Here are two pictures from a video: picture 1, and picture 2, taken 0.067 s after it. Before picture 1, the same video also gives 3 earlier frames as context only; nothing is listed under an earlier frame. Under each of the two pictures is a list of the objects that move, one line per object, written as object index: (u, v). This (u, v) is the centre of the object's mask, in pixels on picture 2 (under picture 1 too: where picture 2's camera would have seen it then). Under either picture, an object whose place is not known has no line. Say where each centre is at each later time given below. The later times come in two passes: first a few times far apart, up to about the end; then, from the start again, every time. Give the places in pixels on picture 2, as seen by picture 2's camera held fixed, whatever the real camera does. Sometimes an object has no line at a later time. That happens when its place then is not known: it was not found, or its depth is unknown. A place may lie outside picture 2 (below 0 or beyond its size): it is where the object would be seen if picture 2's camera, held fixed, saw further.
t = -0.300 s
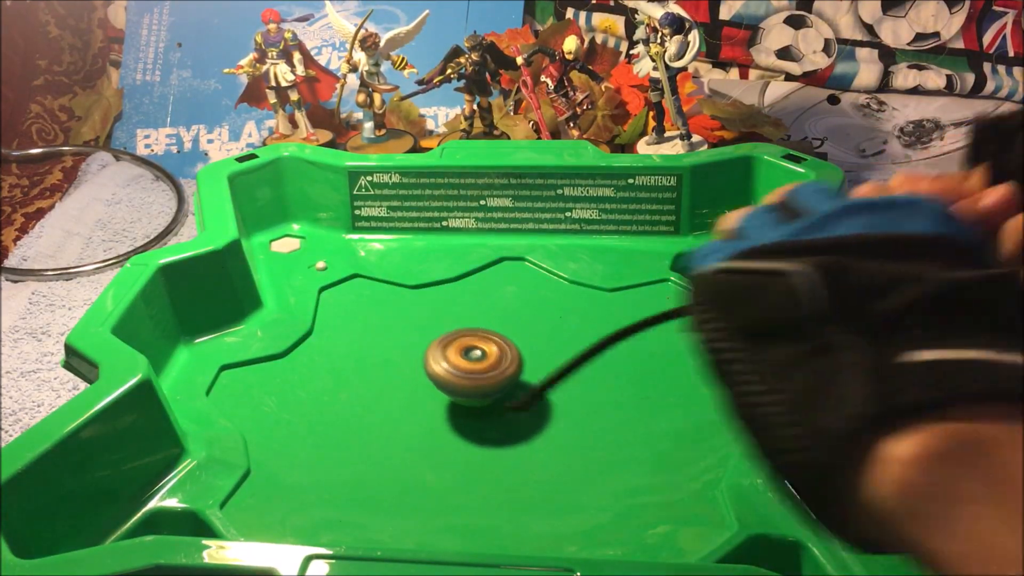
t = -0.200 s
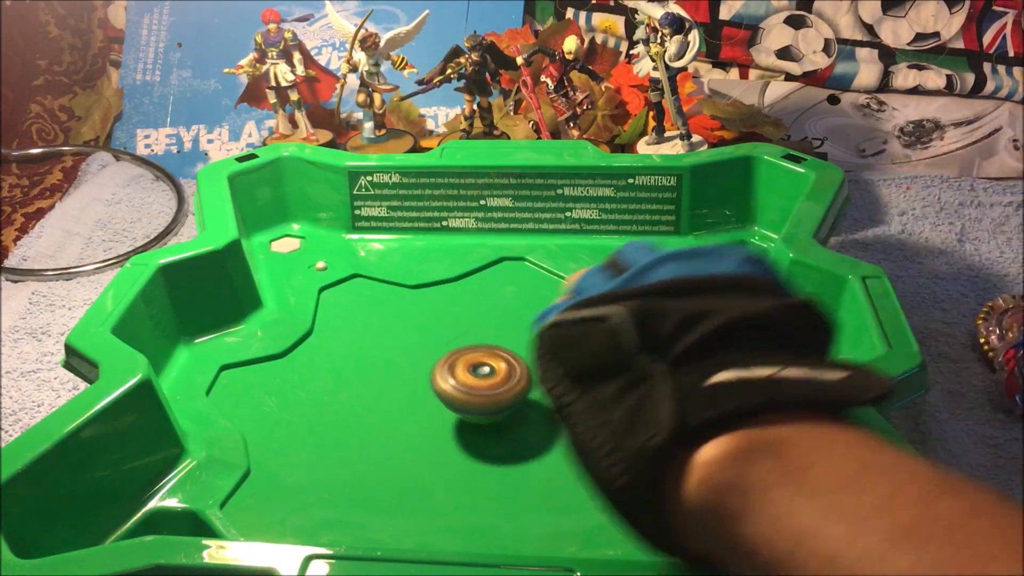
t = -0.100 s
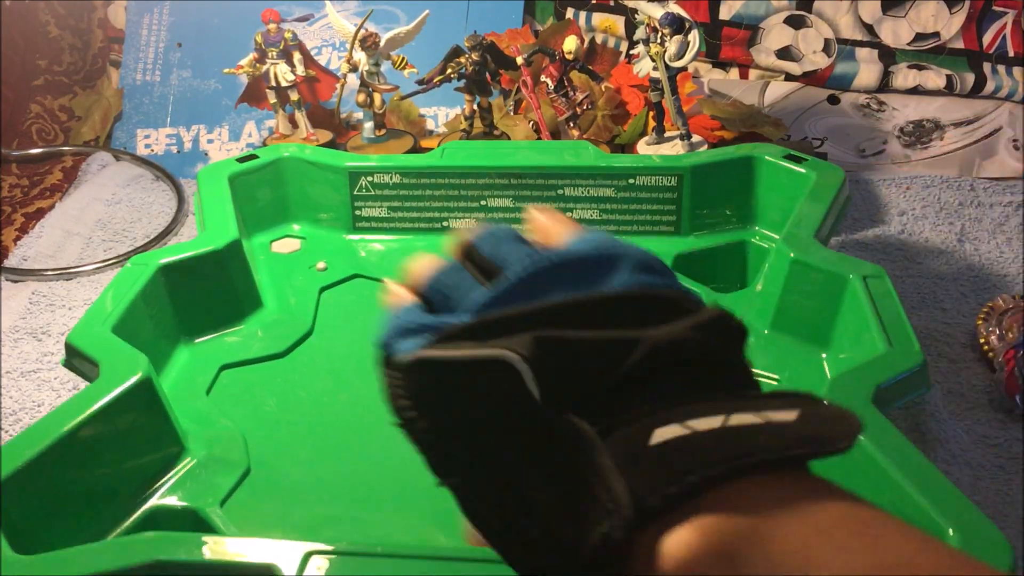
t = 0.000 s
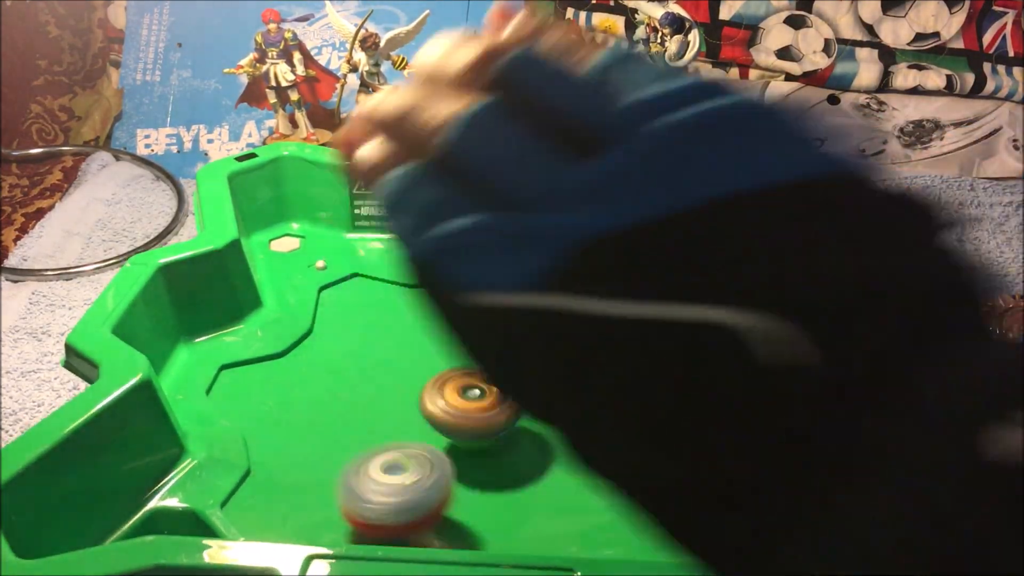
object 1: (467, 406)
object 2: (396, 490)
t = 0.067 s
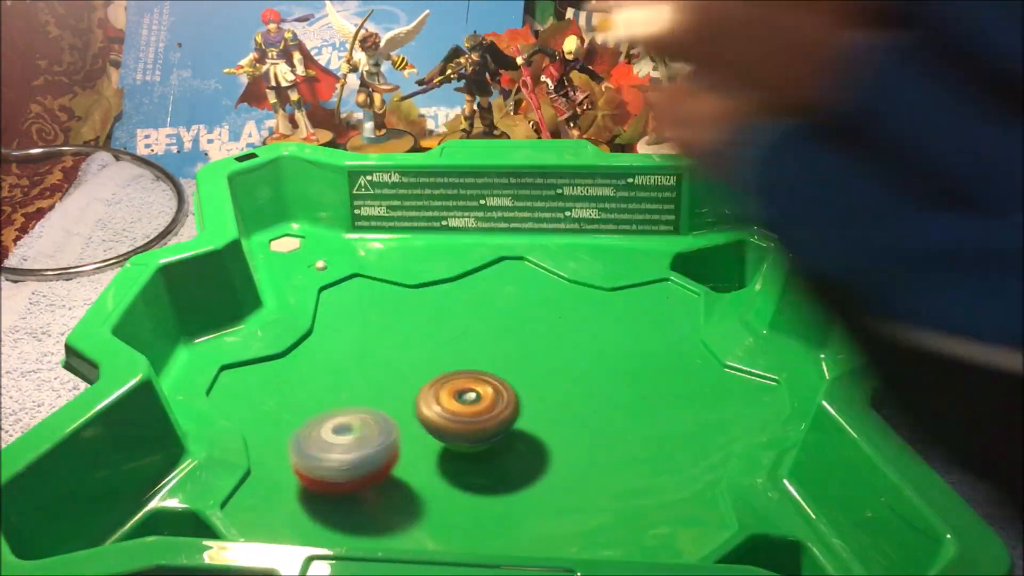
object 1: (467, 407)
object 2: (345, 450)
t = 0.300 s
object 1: (457, 394)
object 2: (335, 335)
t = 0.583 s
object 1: (484, 375)
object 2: (433, 319)
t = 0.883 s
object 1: (529, 403)
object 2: (379, 281)
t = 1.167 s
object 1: (505, 391)
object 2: (358, 291)
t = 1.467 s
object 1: (575, 393)
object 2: (416, 296)
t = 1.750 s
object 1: (571, 422)
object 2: (410, 283)
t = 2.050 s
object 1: (505, 393)
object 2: (507, 323)
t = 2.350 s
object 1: (491, 357)
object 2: (580, 288)
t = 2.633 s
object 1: (487, 343)
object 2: (568, 277)
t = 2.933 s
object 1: (431, 352)
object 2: (584, 316)
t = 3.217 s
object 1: (390, 337)
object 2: (592, 350)
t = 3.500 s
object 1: (418, 340)
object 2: (608, 403)
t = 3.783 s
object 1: (454, 373)
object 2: (599, 418)
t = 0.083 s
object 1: (465, 408)
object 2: (336, 439)
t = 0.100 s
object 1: (464, 409)
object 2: (330, 429)
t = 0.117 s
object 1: (462, 409)
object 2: (325, 419)
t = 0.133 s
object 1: (461, 409)
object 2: (321, 408)
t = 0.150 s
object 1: (458, 408)
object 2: (318, 399)
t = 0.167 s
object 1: (456, 407)
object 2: (317, 390)
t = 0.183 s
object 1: (454, 405)
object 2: (317, 381)
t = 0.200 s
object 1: (452, 403)
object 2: (317, 372)
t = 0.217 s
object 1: (452, 401)
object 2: (318, 364)
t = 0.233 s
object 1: (452, 400)
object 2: (320, 358)
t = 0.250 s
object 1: (453, 398)
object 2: (323, 351)
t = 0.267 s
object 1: (455, 396)
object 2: (326, 345)
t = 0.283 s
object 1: (456, 395)
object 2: (330, 339)
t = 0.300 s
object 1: (457, 394)
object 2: (335, 335)
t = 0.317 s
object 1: (457, 393)
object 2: (340, 330)
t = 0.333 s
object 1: (458, 391)
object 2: (345, 326)
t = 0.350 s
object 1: (458, 390)
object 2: (350, 323)
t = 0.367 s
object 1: (459, 388)
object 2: (357, 320)
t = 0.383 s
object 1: (461, 387)
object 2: (363, 317)
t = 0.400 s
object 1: (463, 386)
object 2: (369, 316)
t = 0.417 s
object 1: (464, 385)
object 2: (376, 314)
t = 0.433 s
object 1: (466, 384)
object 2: (383, 313)
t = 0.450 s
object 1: (467, 384)
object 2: (389, 313)
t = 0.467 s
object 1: (468, 382)
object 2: (395, 313)
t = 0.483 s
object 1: (470, 381)
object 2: (401, 313)
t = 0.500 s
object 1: (472, 380)
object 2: (408, 313)
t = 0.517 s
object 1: (474, 378)
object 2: (413, 314)
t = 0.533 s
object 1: (476, 377)
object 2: (419, 315)
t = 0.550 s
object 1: (479, 376)
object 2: (425, 316)
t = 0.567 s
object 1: (481, 376)
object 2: (429, 317)
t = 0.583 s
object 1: (484, 375)
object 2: (433, 319)
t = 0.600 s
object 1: (486, 374)
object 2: (437, 320)
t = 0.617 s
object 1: (489, 374)
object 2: (441, 321)
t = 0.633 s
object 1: (493, 375)
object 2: (444, 321)
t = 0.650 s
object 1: (501, 380)
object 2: (443, 319)
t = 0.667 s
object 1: (507, 384)
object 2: (441, 315)
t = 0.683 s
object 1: (512, 387)
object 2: (438, 311)
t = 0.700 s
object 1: (516, 390)
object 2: (435, 307)
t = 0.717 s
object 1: (520, 392)
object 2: (432, 304)
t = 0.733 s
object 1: (523, 394)
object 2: (428, 301)
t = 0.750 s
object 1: (525, 396)
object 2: (423, 298)
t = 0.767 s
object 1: (526, 397)
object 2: (419, 295)
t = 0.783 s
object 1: (527, 398)
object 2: (414, 293)
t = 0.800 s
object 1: (527, 399)
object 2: (408, 290)
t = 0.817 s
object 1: (528, 400)
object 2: (403, 288)
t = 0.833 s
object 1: (528, 401)
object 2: (397, 286)
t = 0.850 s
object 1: (529, 402)
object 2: (391, 285)
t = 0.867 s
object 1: (529, 403)
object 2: (385, 283)
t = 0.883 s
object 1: (529, 403)
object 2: (379, 281)
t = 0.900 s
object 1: (529, 404)
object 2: (373, 279)
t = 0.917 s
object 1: (527, 404)
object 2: (367, 278)
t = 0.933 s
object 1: (526, 404)
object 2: (360, 277)
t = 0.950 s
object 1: (525, 404)
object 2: (354, 275)
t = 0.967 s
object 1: (523, 404)
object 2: (348, 274)
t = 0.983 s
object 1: (522, 404)
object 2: (342, 273)
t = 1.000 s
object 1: (521, 403)
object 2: (336, 273)
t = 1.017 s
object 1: (520, 402)
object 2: (330, 272)
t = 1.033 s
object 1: (519, 401)
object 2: (325, 272)
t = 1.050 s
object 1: (517, 400)
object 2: (328, 273)
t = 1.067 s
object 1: (515, 399)
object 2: (332, 275)
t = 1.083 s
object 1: (514, 398)
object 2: (336, 277)
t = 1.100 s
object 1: (511, 397)
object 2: (340, 279)
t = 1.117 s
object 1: (509, 395)
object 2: (344, 282)
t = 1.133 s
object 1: (508, 394)
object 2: (349, 285)
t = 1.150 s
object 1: (506, 392)
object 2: (354, 288)
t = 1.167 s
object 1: (505, 391)
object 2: (358, 291)
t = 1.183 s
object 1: (503, 389)
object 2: (363, 295)
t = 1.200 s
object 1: (502, 388)
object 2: (369, 299)
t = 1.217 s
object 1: (501, 386)
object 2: (375, 302)
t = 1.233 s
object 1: (501, 385)
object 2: (381, 306)
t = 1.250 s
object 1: (500, 384)
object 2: (386, 310)
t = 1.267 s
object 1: (499, 382)
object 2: (393, 314)
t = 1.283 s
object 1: (499, 381)
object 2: (399, 317)
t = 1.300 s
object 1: (499, 379)
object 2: (406, 321)
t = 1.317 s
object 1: (499, 376)
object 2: (413, 325)
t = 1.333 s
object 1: (499, 374)
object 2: (421, 328)
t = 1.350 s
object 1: (499, 372)
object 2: (426, 329)
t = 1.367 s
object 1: (509, 373)
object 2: (428, 328)
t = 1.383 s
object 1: (523, 379)
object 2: (424, 322)
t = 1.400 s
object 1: (536, 382)
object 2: (421, 317)
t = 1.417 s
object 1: (547, 386)
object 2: (419, 312)
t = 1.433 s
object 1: (558, 388)
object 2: (418, 307)
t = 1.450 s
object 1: (567, 391)
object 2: (417, 301)
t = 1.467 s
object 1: (575, 393)
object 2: (416, 296)
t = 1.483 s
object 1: (581, 395)
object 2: (416, 291)
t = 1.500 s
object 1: (586, 397)
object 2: (416, 287)
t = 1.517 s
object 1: (588, 399)
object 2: (415, 282)
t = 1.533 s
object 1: (591, 401)
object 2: (415, 278)
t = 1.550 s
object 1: (592, 403)
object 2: (414, 274)
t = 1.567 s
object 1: (593, 406)
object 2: (414, 269)
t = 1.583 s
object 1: (592, 408)
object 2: (413, 266)
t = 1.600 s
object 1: (592, 411)
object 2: (413, 264)
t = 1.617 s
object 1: (591, 413)
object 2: (411, 266)
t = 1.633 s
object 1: (589, 415)
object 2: (409, 268)
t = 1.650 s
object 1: (587, 416)
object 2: (408, 270)
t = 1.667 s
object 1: (585, 418)
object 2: (407, 271)
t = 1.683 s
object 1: (582, 419)
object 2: (407, 274)
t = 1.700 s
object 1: (580, 420)
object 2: (407, 276)
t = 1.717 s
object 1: (577, 421)
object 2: (407, 278)
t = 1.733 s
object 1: (574, 421)
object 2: (408, 281)
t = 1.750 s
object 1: (571, 422)
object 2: (410, 283)
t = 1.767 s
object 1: (567, 423)
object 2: (412, 286)
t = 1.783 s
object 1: (564, 422)
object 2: (415, 288)
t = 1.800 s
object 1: (559, 422)
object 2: (419, 291)
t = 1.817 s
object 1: (555, 422)
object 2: (422, 294)
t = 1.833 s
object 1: (551, 420)
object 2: (426, 297)
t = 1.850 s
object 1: (546, 419)
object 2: (431, 299)
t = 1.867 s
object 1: (542, 418)
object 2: (436, 302)
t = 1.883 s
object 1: (538, 416)
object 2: (442, 305)
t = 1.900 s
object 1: (534, 414)
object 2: (447, 308)
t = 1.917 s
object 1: (531, 413)
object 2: (454, 311)
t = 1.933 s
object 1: (527, 411)
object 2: (460, 313)
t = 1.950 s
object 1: (524, 409)
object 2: (466, 315)
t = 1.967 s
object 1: (520, 407)
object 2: (473, 317)
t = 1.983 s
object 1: (517, 404)
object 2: (480, 319)
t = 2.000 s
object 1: (513, 402)
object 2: (487, 321)
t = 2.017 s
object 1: (510, 399)
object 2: (494, 323)
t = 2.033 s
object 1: (507, 396)
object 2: (501, 323)
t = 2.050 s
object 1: (505, 393)
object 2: (507, 323)
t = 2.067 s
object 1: (503, 390)
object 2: (514, 323)
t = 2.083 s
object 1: (501, 388)
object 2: (521, 323)
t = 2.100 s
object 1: (499, 388)
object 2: (527, 321)
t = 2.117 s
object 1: (499, 387)
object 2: (534, 320)
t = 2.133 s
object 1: (498, 386)
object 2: (540, 318)
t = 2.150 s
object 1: (497, 384)
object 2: (545, 316)
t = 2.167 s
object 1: (496, 383)
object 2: (551, 314)
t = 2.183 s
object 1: (494, 381)
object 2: (555, 310)
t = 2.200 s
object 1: (493, 378)
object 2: (560, 308)
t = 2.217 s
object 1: (492, 375)
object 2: (564, 305)
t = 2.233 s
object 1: (492, 373)
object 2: (567, 303)
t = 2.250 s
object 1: (491, 370)
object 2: (570, 300)
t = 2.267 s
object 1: (492, 368)
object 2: (573, 298)
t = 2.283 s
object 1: (492, 366)
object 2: (575, 295)
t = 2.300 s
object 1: (492, 364)
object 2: (577, 293)
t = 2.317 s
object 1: (491, 361)
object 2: (579, 292)
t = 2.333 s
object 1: (491, 359)
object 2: (580, 289)
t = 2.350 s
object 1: (491, 357)
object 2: (580, 288)
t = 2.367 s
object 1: (490, 353)
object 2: (581, 286)
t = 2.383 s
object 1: (491, 351)
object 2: (581, 285)
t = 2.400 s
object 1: (491, 348)
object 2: (580, 284)
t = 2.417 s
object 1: (492, 346)
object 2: (580, 283)
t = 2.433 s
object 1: (493, 345)
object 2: (579, 282)
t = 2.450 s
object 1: (494, 343)
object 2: (577, 282)
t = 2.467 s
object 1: (496, 342)
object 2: (576, 281)
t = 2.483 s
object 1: (497, 341)
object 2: (574, 281)
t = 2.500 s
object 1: (497, 339)
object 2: (571, 282)
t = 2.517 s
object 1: (498, 338)
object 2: (569, 282)
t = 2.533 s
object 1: (499, 336)
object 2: (567, 283)
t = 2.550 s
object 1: (499, 334)
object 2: (565, 283)
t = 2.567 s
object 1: (497, 335)
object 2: (565, 283)
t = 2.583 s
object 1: (494, 338)
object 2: (566, 281)
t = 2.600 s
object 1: (491, 340)
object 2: (568, 279)
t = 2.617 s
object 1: (489, 342)
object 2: (568, 278)
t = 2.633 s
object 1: (487, 343)
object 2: (568, 277)
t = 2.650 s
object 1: (485, 344)
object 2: (568, 276)
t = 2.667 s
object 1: (483, 345)
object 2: (566, 276)
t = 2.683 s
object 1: (481, 345)
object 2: (565, 277)
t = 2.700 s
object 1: (479, 345)
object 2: (563, 279)
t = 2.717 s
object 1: (478, 345)
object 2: (561, 281)
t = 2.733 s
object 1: (476, 345)
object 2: (560, 284)
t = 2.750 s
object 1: (475, 345)
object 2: (559, 287)
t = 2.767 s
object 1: (473, 345)
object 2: (557, 291)
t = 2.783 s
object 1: (472, 345)
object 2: (556, 295)
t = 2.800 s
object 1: (471, 344)
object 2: (555, 300)
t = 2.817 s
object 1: (469, 344)
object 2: (554, 304)
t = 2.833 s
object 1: (466, 345)
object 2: (555, 309)
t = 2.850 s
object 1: (459, 347)
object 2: (561, 310)
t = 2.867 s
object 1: (452, 349)
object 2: (566, 311)
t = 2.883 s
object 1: (446, 350)
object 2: (571, 312)
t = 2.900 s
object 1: (440, 351)
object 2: (576, 314)
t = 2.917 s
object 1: (435, 352)
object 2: (581, 315)
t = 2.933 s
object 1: (431, 352)
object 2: (584, 316)
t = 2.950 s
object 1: (427, 352)
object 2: (588, 317)
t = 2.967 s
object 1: (423, 352)
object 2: (591, 318)
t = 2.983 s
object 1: (419, 351)
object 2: (593, 319)
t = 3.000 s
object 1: (415, 351)
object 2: (594, 320)
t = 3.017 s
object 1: (411, 350)
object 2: (596, 322)
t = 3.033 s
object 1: (408, 349)
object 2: (597, 324)
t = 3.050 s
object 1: (405, 347)
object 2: (597, 326)
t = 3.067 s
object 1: (403, 346)
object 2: (597, 328)
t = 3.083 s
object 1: (400, 345)
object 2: (597, 330)
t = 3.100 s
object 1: (398, 343)
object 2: (596, 332)
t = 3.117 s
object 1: (397, 343)
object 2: (595, 334)
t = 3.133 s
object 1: (395, 342)
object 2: (594, 337)
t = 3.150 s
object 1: (393, 341)
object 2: (593, 339)
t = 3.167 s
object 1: (392, 340)
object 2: (592, 341)
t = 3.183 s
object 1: (391, 339)
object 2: (592, 344)
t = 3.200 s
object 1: (390, 338)
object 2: (592, 347)
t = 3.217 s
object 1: (390, 337)
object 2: (592, 350)
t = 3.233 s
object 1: (390, 336)
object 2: (591, 353)
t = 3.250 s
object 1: (390, 335)
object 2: (592, 357)
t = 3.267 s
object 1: (390, 335)
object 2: (592, 360)
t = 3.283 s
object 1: (390, 334)
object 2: (593, 363)
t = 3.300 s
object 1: (391, 334)
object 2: (593, 367)
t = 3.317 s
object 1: (392, 334)
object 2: (594, 370)
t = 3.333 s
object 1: (394, 334)
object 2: (595, 374)
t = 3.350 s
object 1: (396, 334)
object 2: (596, 377)
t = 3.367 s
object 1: (398, 334)
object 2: (597, 381)
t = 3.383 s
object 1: (400, 335)
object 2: (598, 384)
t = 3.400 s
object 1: (403, 336)
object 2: (599, 387)
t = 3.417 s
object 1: (405, 336)
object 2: (601, 390)
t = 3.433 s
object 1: (407, 337)
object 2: (602, 393)
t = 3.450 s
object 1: (410, 338)
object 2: (603, 396)
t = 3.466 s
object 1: (413, 339)
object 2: (605, 398)
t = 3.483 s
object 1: (415, 339)
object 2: (606, 401)
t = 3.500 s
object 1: (418, 340)
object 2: (608, 403)
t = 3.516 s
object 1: (420, 342)
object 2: (609, 405)
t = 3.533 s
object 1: (423, 343)
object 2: (611, 407)
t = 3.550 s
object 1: (425, 345)
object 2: (612, 409)
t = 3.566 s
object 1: (427, 346)
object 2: (613, 410)
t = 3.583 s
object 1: (429, 348)
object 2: (615, 412)
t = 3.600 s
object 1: (431, 349)
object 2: (615, 413)
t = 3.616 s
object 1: (434, 351)
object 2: (616, 415)
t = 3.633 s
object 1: (436, 353)
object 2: (616, 415)
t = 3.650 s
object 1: (438, 356)
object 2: (616, 416)
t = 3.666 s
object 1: (440, 357)
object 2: (615, 417)
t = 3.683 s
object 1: (443, 359)
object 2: (614, 417)
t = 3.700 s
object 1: (445, 362)
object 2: (614, 418)
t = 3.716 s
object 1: (447, 364)
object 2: (612, 418)
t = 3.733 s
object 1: (449, 366)
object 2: (610, 418)
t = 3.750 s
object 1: (451, 369)
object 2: (607, 418)
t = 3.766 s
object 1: (452, 371)
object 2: (603, 418)
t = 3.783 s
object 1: (454, 373)
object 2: (599, 418)
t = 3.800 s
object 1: (456, 375)
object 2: (594, 418)
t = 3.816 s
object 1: (457, 378)
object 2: (590, 418)
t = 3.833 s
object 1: (459, 380)
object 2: (584, 418)
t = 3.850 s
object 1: (460, 382)
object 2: (577, 418)
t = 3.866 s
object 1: (461, 384)
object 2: (571, 418)
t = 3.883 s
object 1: (463, 386)
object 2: (564, 419)
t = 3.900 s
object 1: (461, 387)
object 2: (562, 421)
